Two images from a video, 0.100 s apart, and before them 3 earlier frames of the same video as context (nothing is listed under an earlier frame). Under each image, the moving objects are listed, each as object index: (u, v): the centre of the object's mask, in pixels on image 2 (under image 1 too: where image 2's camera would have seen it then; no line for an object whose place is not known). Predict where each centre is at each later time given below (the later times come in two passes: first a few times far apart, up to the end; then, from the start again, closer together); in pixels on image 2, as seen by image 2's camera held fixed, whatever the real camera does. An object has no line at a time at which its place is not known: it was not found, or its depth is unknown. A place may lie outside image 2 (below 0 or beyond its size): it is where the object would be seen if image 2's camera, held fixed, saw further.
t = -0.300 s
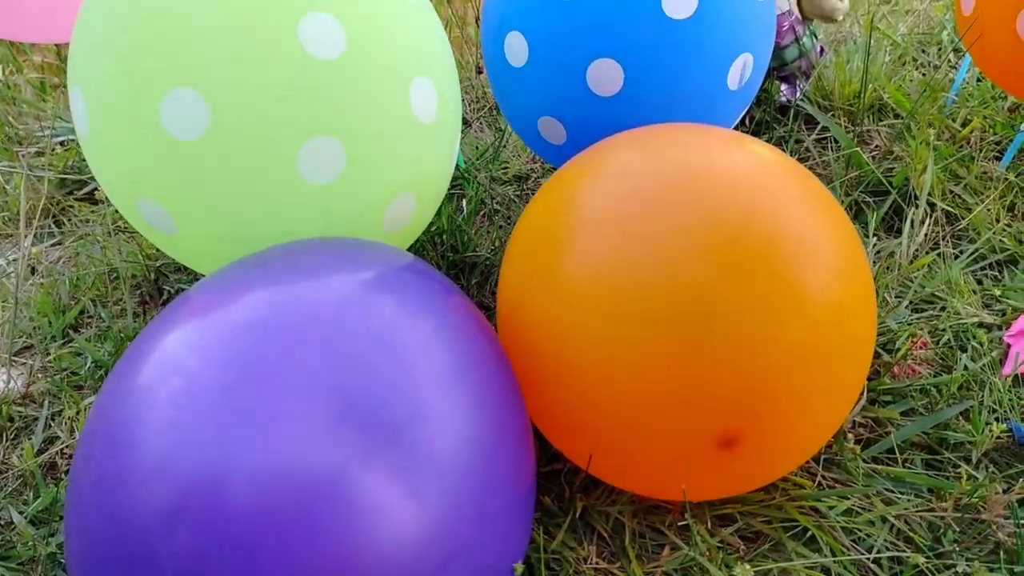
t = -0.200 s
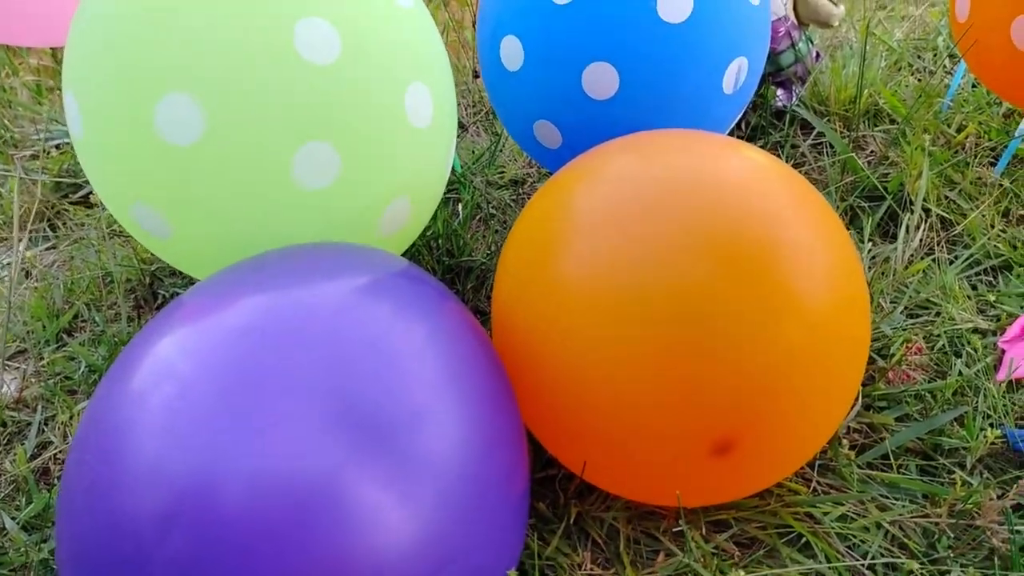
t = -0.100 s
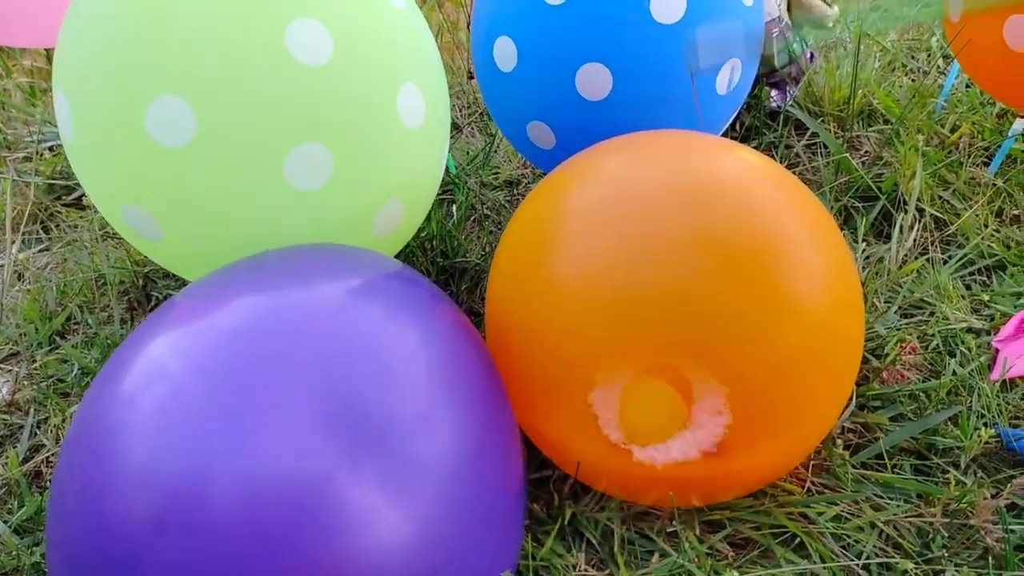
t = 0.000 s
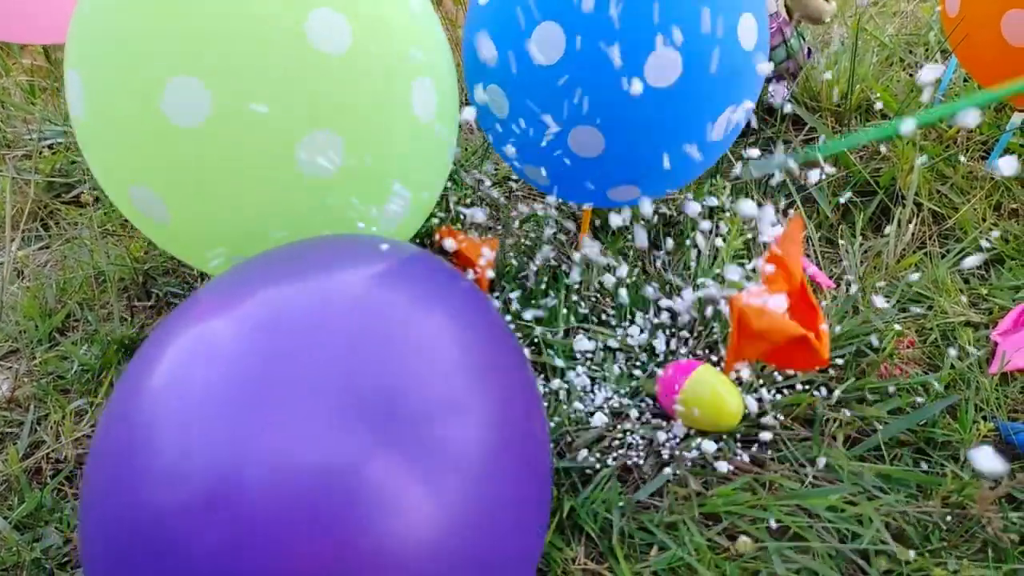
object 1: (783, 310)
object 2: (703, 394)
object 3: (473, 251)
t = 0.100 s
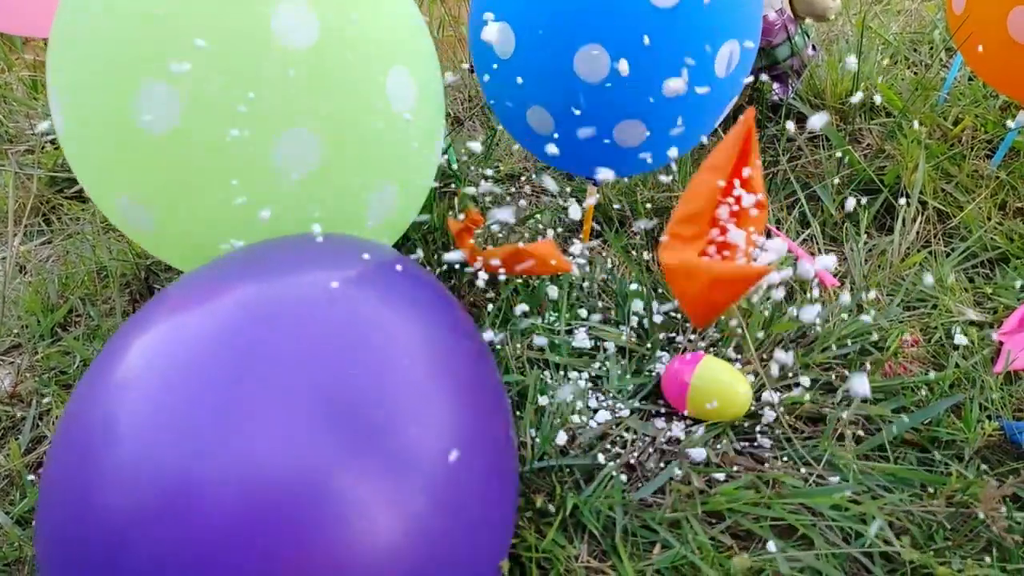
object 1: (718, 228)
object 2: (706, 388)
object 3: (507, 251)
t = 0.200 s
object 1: (603, 297)
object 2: (692, 394)
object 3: (535, 275)
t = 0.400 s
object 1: (568, 406)
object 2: (694, 394)
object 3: (550, 271)
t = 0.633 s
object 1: (568, 406)
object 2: (694, 393)
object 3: (553, 274)
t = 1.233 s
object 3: (553, 275)
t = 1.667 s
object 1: (568, 407)
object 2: (694, 393)
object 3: (553, 274)
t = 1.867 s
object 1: (568, 407)
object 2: (694, 394)
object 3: (554, 275)
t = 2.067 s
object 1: (568, 407)
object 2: (694, 394)
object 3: (553, 275)
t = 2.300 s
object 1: (569, 407)
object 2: (694, 394)
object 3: (554, 275)
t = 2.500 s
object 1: (569, 407)
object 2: (694, 394)
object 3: (553, 275)
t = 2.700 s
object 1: (569, 408)
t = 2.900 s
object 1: (567, 408)
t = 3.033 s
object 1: (568, 405)
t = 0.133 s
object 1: (687, 236)
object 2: (700, 391)
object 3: (524, 262)
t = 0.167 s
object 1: (630, 266)
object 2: (693, 394)
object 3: (541, 273)
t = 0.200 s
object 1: (603, 297)
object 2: (692, 394)
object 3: (535, 275)
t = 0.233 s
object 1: (583, 325)
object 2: (696, 390)
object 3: (552, 274)
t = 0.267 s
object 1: (586, 392)
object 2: (694, 393)
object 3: (555, 274)
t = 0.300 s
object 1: (578, 405)
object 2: (694, 394)
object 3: (555, 276)
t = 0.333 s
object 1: (570, 406)
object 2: (694, 393)
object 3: (554, 273)
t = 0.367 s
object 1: (567, 406)
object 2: (693, 392)
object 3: (551, 271)
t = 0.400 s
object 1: (568, 406)
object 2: (694, 394)
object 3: (550, 271)
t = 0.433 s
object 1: (568, 406)
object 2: (694, 393)
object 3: (549, 272)
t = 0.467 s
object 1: (569, 406)
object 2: (694, 393)
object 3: (549, 271)
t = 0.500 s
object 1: (568, 407)
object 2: (694, 393)
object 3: (547, 271)
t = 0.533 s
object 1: (568, 407)
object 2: (694, 394)
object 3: (549, 272)
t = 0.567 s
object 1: (568, 407)
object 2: (694, 393)
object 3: (551, 273)
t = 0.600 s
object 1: (568, 406)
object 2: (694, 394)
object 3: (553, 274)
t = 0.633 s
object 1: (568, 406)
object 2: (694, 393)
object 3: (553, 274)
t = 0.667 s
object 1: (568, 407)
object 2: (694, 394)
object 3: (554, 274)
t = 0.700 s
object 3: (554, 274)
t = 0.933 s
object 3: (555, 275)
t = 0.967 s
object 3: (555, 275)
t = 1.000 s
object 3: (554, 275)
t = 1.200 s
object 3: (554, 275)
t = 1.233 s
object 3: (553, 275)
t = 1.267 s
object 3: (553, 275)
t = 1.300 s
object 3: (554, 275)
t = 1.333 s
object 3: (553, 275)
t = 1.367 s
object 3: (553, 275)
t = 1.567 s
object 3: (553, 275)
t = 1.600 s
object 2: (694, 394)
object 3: (553, 274)
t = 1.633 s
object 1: (568, 407)
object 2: (694, 393)
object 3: (553, 274)
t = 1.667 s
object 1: (568, 407)
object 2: (694, 393)
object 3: (553, 274)
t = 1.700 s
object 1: (568, 407)
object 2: (694, 393)
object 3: (554, 274)
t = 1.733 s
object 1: (568, 407)
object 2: (694, 393)
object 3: (554, 274)
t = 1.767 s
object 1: (568, 407)
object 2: (694, 393)
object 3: (554, 275)
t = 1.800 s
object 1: (568, 407)
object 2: (694, 393)
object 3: (554, 274)
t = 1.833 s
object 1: (568, 407)
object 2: (694, 394)
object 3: (554, 275)
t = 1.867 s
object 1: (568, 407)
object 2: (694, 394)
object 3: (554, 275)
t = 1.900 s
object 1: (568, 407)
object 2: (694, 394)
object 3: (554, 275)
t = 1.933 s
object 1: (569, 407)
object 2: (694, 393)
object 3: (554, 274)
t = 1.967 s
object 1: (569, 406)
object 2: (694, 393)
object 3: (554, 275)
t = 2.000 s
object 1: (569, 407)
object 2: (694, 393)
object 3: (553, 274)
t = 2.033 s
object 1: (569, 407)
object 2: (694, 394)
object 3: (553, 274)
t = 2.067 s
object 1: (568, 407)
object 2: (694, 394)
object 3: (553, 275)
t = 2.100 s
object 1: (568, 407)
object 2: (694, 394)
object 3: (554, 275)
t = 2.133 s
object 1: (568, 407)
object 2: (694, 394)
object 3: (554, 275)
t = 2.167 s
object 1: (568, 407)
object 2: (694, 394)
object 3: (554, 275)
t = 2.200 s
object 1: (568, 407)
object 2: (694, 394)
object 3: (554, 275)
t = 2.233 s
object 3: (554, 275)
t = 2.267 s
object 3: (553, 275)
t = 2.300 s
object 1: (569, 407)
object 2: (694, 394)
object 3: (554, 275)
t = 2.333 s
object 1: (569, 407)
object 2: (694, 394)
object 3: (554, 275)
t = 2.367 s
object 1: (569, 407)
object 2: (694, 394)
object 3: (553, 275)
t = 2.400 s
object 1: (569, 407)
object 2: (694, 394)
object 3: (554, 275)
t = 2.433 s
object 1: (569, 407)
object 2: (694, 394)
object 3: (553, 275)
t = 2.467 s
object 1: (569, 407)
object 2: (694, 394)
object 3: (553, 275)
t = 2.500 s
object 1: (569, 407)
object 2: (694, 394)
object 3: (553, 275)
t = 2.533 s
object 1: (568, 407)
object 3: (554, 275)
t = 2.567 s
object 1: (569, 407)
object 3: (554, 275)
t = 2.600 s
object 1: (568, 408)
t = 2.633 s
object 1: (568, 408)
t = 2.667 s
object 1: (569, 408)
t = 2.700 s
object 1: (569, 408)
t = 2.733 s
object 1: (569, 408)
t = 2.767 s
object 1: (569, 407)
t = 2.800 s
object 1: (568, 408)
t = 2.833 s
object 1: (568, 408)
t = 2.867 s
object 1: (567, 408)
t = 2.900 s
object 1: (567, 408)
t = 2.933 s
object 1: (567, 407)
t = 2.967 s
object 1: (567, 406)
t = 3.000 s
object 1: (567, 406)
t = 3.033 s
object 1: (568, 405)
